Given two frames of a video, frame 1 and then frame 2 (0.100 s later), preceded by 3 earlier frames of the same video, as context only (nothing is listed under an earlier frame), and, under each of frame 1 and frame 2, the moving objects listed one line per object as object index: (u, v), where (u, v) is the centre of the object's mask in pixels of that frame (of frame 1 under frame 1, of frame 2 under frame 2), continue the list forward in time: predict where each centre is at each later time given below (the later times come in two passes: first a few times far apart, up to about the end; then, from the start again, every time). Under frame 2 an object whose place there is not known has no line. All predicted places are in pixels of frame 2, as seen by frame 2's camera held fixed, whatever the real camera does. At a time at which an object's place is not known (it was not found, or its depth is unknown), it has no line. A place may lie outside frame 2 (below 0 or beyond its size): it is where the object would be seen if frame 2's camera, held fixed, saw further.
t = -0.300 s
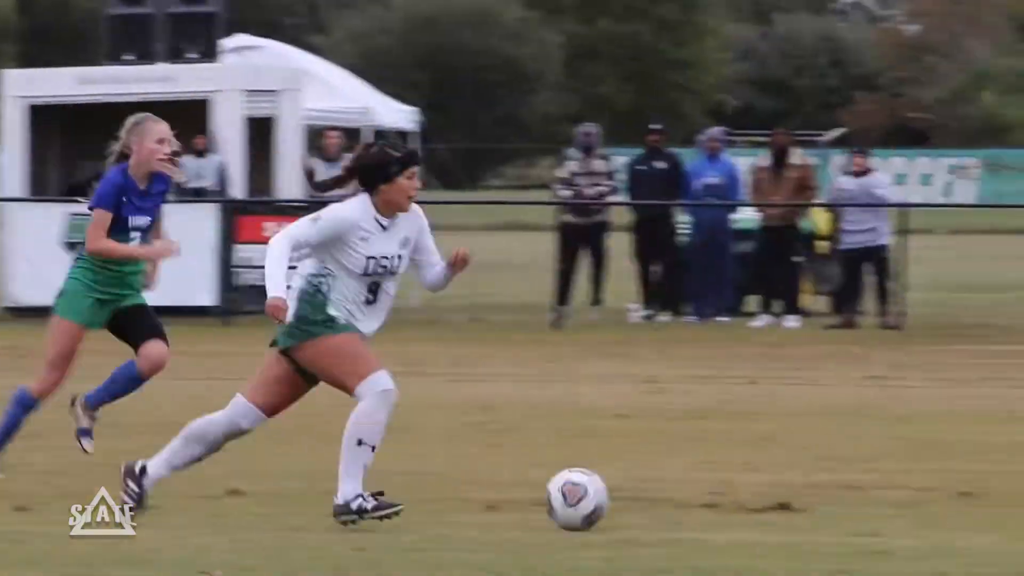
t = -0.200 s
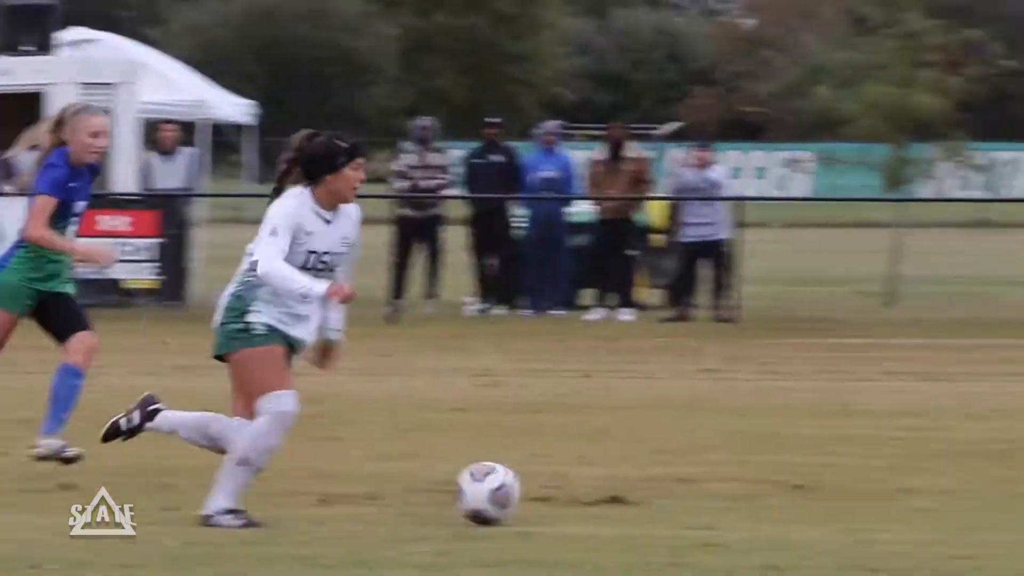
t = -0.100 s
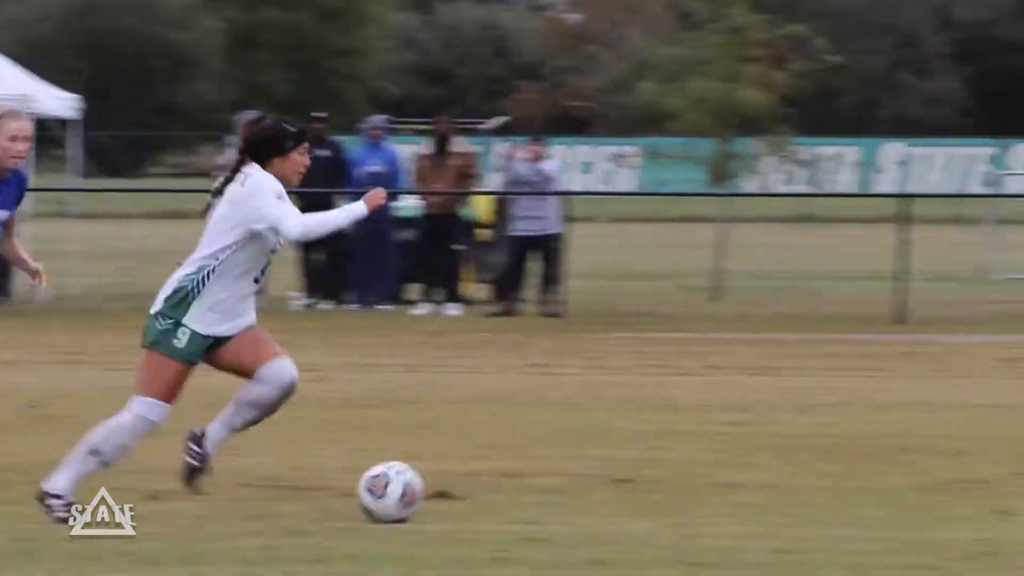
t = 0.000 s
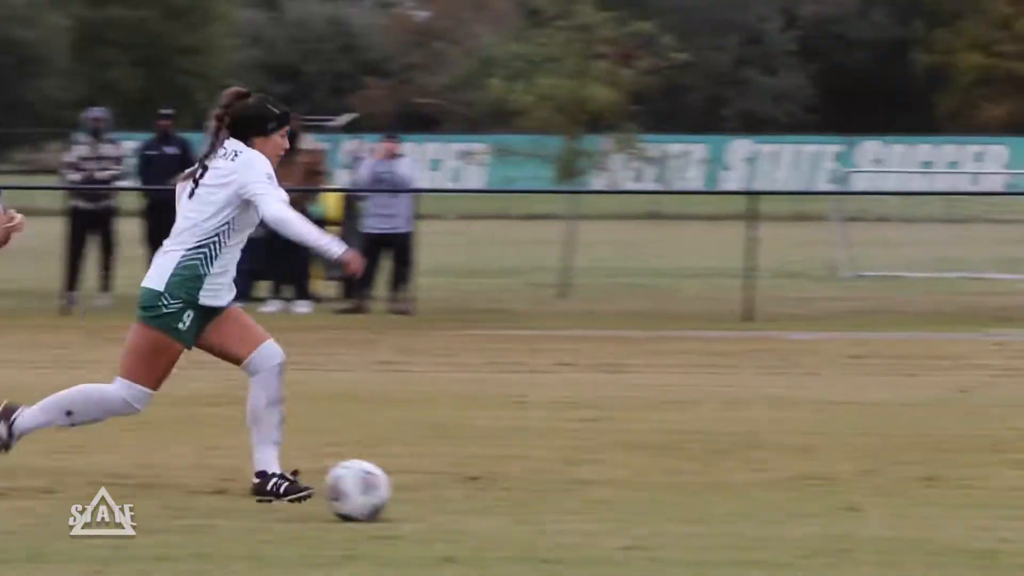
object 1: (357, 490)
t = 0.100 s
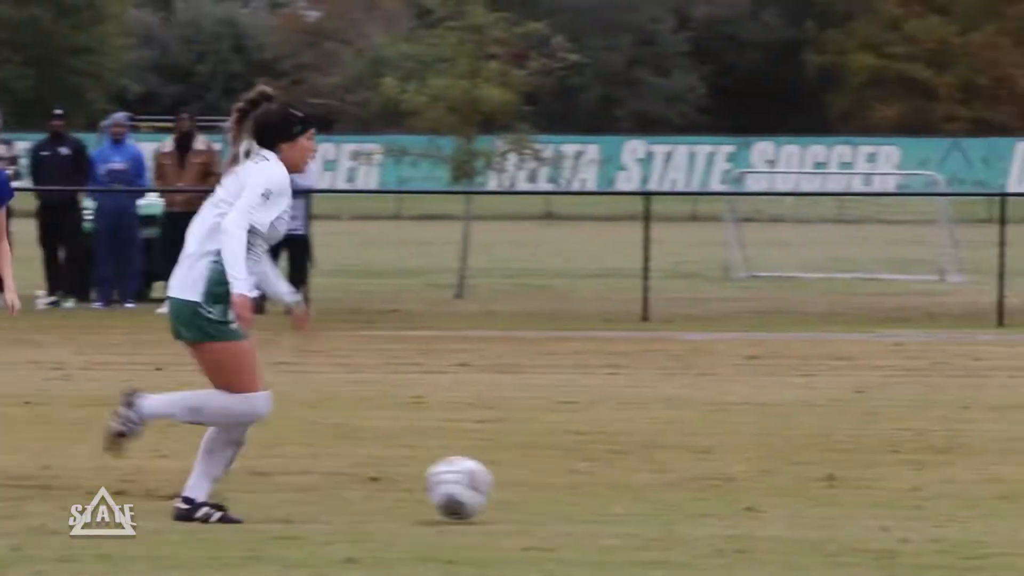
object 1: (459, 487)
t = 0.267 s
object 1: (768, 495)
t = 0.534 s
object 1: (1086, 501)
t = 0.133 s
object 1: (522, 486)
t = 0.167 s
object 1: (587, 489)
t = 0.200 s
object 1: (650, 494)
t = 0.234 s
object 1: (711, 496)
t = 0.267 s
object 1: (768, 495)
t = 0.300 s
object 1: (823, 496)
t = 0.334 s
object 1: (879, 498)
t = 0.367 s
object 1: (932, 499)
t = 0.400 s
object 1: (985, 497)
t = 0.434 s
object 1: (1009, 498)
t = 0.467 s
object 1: (1034, 498)
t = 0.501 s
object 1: (1060, 499)
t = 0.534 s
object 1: (1086, 501)
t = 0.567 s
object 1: (1111, 501)
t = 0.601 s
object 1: (1137, 501)
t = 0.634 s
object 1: (1162, 501)
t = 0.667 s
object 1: (1188, 501)
